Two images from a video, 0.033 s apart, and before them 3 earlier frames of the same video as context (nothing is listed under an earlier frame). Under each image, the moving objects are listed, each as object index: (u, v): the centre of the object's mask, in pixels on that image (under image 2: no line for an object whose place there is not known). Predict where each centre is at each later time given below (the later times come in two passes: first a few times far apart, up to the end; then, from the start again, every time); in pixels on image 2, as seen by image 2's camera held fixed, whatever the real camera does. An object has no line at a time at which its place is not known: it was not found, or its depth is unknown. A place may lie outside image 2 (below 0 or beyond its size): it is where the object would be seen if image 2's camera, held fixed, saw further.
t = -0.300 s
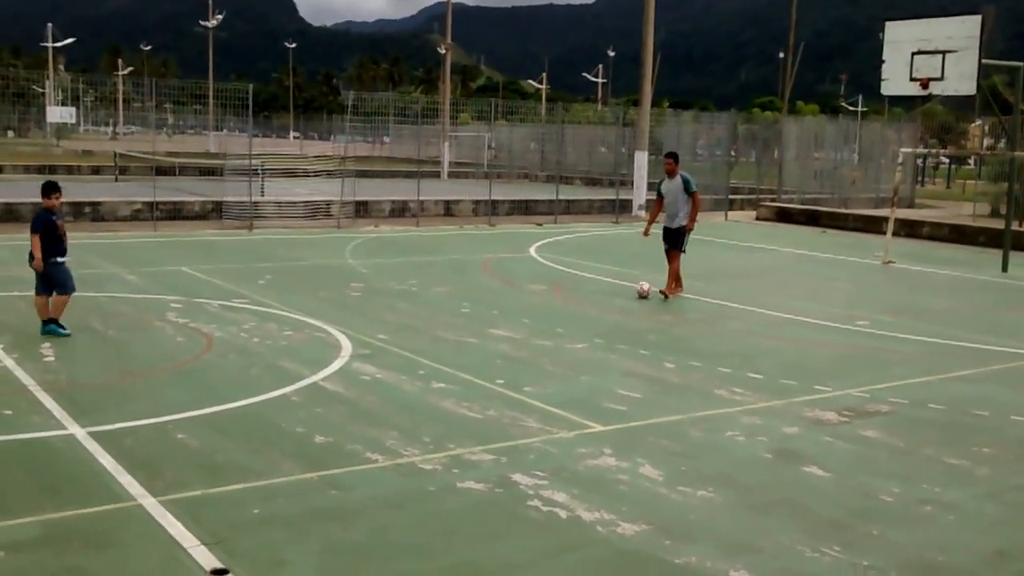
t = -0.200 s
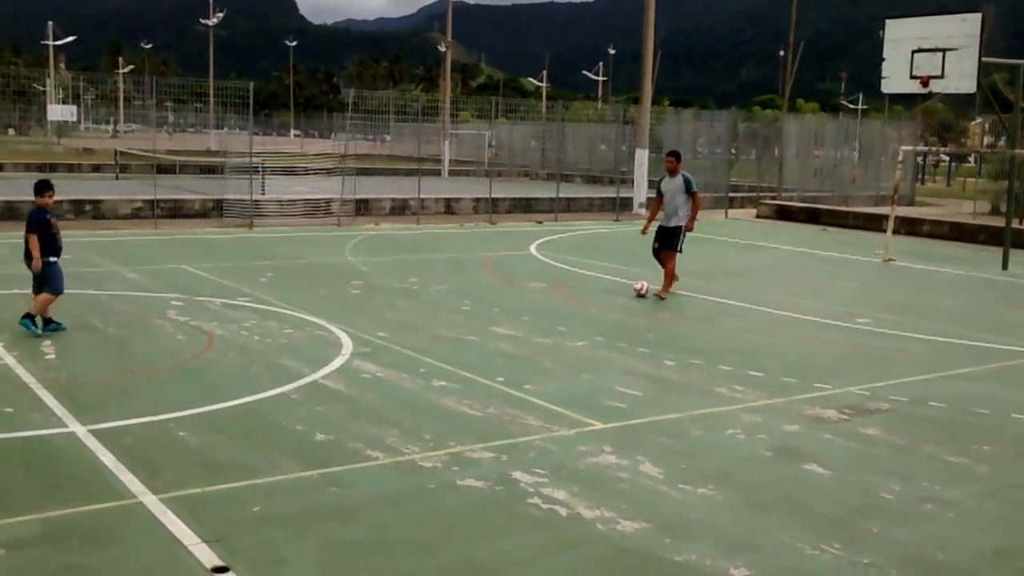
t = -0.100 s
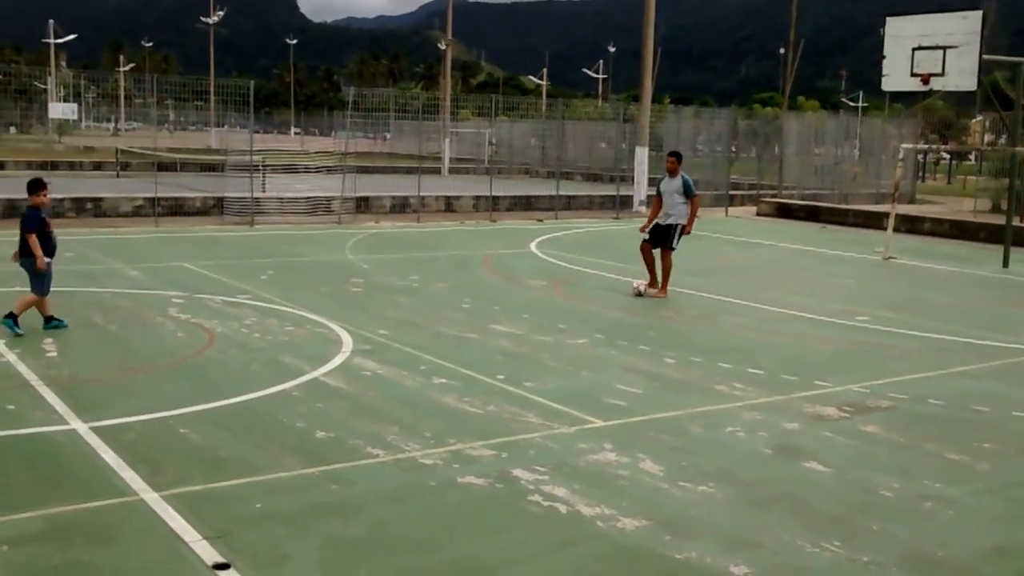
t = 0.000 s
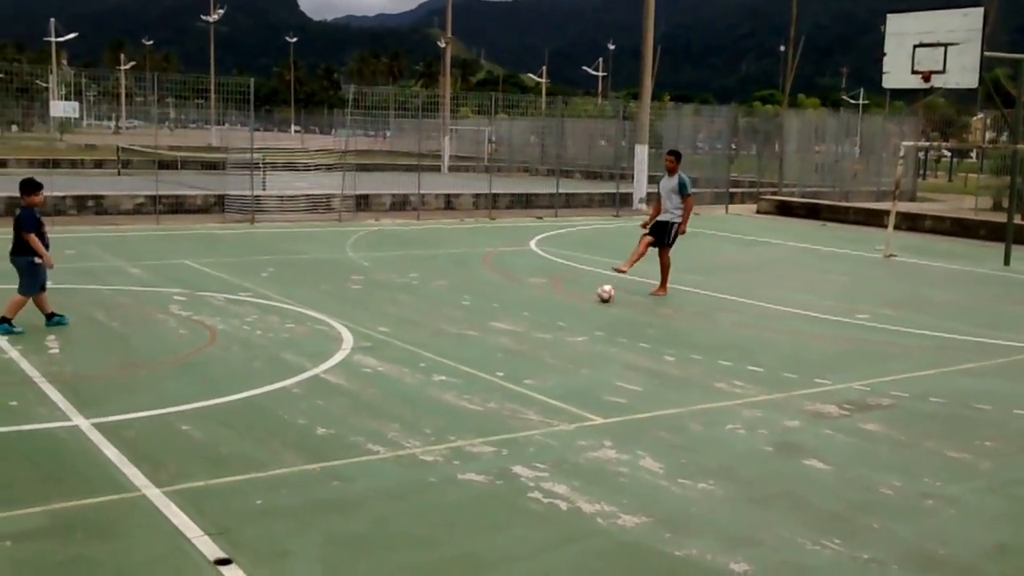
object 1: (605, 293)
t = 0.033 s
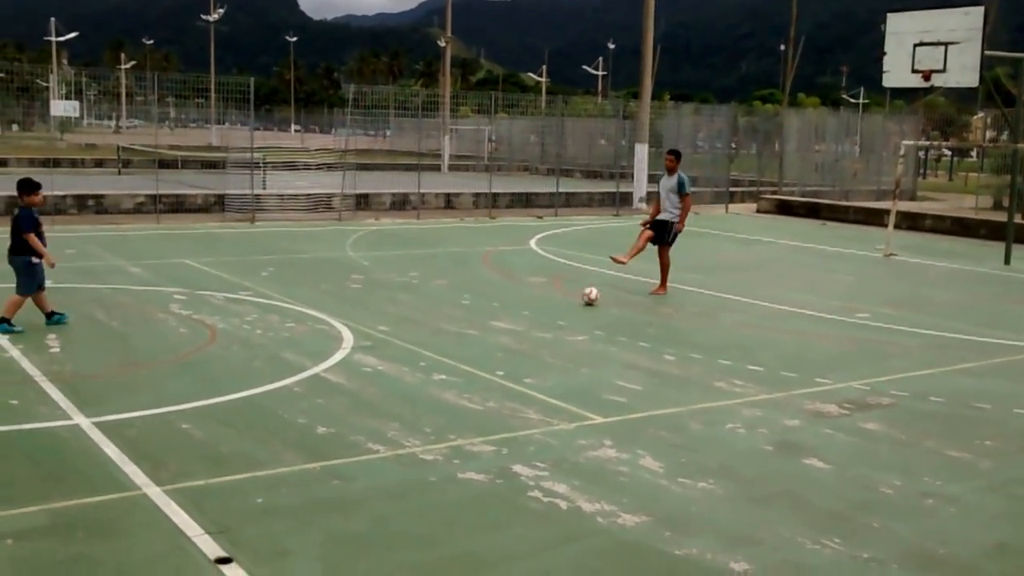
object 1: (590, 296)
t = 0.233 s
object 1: (488, 322)
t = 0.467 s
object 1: (342, 360)
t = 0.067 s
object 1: (573, 300)
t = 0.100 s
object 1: (558, 304)
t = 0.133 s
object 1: (541, 308)
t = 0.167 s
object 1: (523, 312)
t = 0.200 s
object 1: (506, 317)
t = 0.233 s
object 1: (488, 322)
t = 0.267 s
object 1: (469, 327)
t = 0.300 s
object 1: (449, 332)
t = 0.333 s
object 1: (429, 337)
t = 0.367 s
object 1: (408, 342)
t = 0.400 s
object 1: (387, 349)
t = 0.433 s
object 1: (365, 354)
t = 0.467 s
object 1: (342, 360)
